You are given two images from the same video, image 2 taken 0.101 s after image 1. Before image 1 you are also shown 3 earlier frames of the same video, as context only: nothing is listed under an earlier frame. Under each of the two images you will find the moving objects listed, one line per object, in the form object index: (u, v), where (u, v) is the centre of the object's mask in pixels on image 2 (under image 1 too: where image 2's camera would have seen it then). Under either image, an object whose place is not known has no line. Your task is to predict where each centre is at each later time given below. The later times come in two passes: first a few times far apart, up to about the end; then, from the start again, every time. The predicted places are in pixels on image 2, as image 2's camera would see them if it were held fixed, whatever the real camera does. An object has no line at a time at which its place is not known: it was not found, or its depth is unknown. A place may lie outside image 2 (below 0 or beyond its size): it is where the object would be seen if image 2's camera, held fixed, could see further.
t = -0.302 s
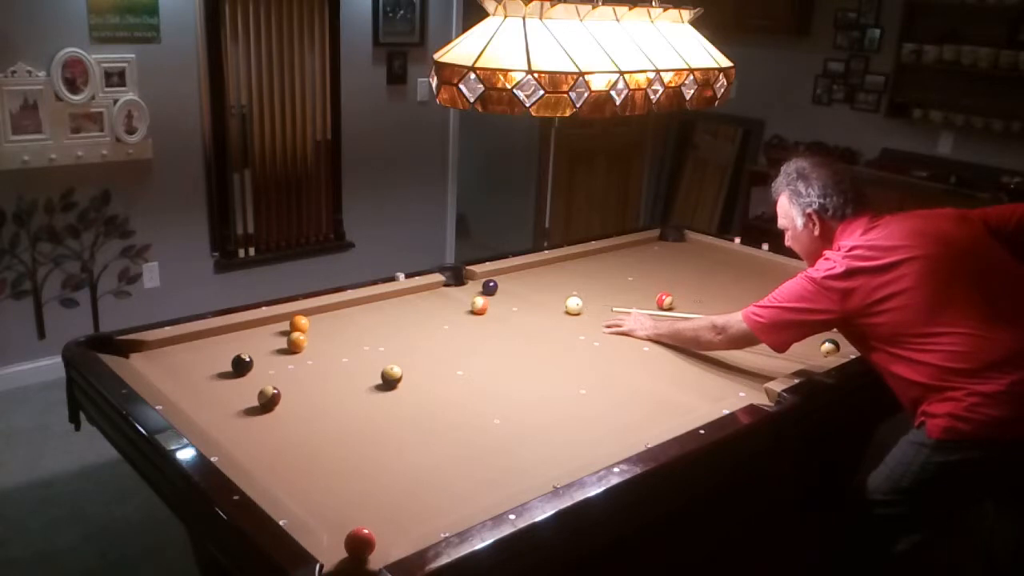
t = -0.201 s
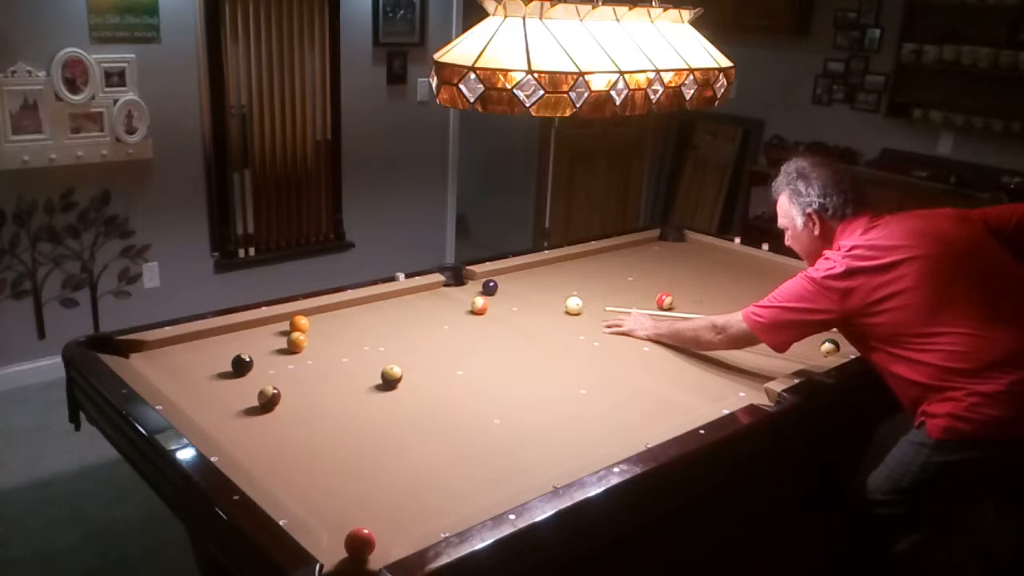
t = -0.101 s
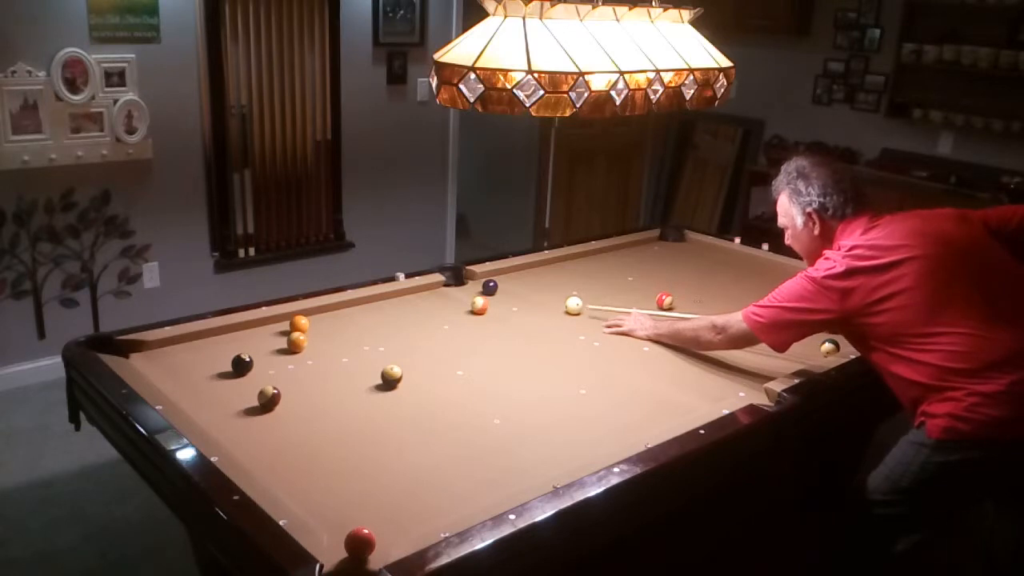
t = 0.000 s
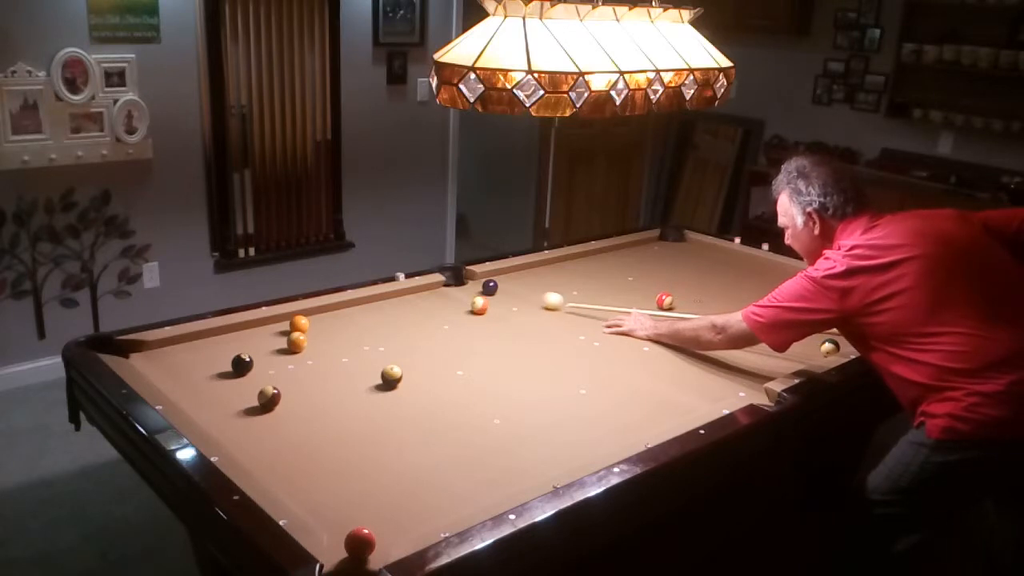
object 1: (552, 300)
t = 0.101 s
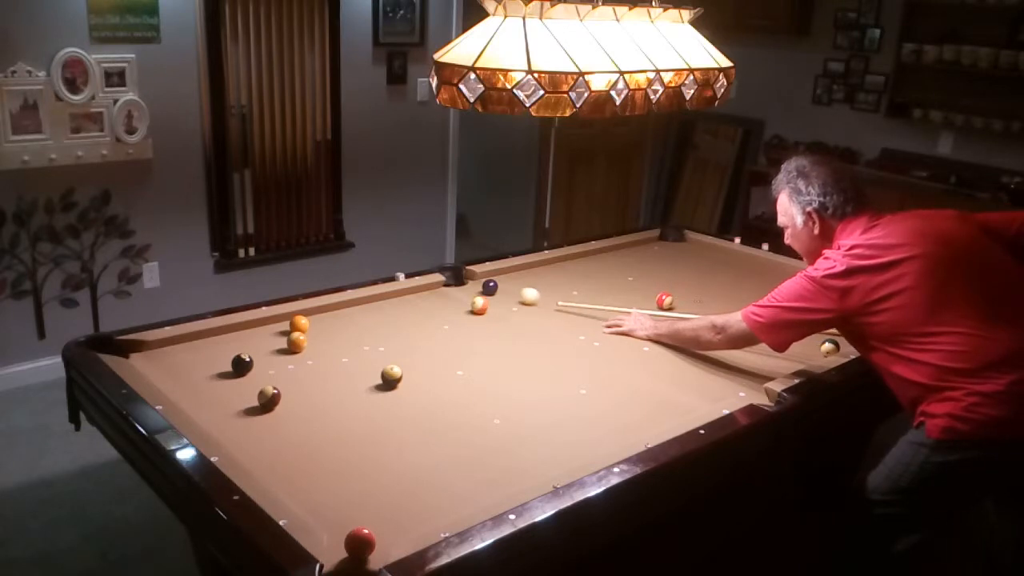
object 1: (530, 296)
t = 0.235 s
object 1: (503, 291)
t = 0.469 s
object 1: (487, 289)
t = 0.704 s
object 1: (470, 289)
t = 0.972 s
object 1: (454, 287)
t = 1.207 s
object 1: (441, 286)
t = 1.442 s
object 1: (437, 287)
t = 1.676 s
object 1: (436, 289)
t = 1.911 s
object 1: (435, 290)
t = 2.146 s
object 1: (435, 291)
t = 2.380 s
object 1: (435, 291)
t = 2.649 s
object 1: (435, 291)
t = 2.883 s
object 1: (435, 290)
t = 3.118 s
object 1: (435, 290)
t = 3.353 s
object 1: (435, 290)
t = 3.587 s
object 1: (435, 291)
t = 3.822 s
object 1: (435, 291)
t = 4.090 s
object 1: (435, 290)
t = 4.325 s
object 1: (435, 290)
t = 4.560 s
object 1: (435, 290)
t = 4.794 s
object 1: (435, 290)
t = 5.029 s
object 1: (435, 290)
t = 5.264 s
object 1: (435, 290)
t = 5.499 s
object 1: (435, 290)
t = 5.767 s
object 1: (435, 290)
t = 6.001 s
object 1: (435, 290)
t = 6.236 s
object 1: (435, 290)
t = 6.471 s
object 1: (435, 290)
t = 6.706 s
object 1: (435, 290)
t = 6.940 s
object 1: (435, 290)
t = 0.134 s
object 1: (522, 295)
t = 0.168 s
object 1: (516, 293)
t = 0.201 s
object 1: (509, 292)
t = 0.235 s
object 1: (503, 291)
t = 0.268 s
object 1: (501, 291)
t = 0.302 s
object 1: (499, 291)
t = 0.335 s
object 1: (496, 291)
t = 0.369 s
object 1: (494, 290)
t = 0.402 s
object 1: (492, 290)
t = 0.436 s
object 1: (489, 290)
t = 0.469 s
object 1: (487, 289)
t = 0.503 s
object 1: (485, 289)
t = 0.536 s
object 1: (482, 289)
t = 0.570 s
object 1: (480, 289)
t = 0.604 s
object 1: (477, 288)
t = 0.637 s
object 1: (475, 288)
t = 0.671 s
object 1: (473, 289)
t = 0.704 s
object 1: (470, 289)
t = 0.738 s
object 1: (468, 288)
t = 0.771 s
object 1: (466, 288)
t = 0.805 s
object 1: (464, 288)
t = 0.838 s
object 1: (462, 288)
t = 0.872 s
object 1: (460, 288)
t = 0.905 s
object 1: (458, 288)
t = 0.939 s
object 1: (456, 287)
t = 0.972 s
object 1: (454, 287)
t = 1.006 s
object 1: (452, 287)
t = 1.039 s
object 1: (450, 287)
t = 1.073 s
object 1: (448, 287)
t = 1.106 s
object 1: (447, 287)
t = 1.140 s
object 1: (445, 287)
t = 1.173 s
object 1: (443, 286)
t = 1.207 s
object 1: (441, 286)
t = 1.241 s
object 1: (440, 286)
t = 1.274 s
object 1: (439, 286)
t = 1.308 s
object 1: (438, 286)
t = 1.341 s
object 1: (438, 287)
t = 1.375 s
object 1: (438, 287)
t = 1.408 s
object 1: (438, 287)
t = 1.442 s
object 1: (437, 287)
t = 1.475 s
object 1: (437, 288)
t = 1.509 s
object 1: (437, 288)
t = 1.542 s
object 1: (437, 288)
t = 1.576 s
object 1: (437, 289)
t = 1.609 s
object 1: (437, 289)
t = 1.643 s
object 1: (436, 289)
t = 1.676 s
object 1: (436, 289)
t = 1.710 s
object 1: (436, 289)
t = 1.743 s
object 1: (436, 289)
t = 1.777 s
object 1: (436, 290)
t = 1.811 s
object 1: (436, 290)
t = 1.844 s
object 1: (436, 290)
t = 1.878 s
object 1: (435, 290)
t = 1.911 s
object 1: (435, 290)
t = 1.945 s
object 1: (435, 290)
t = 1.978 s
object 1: (435, 290)
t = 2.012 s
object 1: (435, 290)
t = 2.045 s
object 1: (435, 290)
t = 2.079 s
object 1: (435, 290)
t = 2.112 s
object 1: (435, 291)
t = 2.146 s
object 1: (435, 291)
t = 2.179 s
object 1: (435, 291)
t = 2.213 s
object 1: (435, 290)
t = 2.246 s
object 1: (435, 291)
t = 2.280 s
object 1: (435, 291)
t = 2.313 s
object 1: (435, 291)
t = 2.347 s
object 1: (435, 291)
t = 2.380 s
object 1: (435, 291)
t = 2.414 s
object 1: (435, 290)
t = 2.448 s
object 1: (435, 290)
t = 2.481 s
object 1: (435, 291)
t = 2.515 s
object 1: (435, 291)
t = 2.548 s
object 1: (435, 290)
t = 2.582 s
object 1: (435, 290)
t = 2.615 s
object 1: (435, 290)
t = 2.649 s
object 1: (435, 291)
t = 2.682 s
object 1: (435, 290)
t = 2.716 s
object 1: (435, 290)
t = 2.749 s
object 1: (435, 290)
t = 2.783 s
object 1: (435, 290)
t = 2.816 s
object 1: (435, 290)
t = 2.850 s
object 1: (435, 290)
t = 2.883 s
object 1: (435, 290)
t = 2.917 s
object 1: (435, 290)
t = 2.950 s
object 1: (435, 290)
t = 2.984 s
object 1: (435, 290)
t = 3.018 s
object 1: (435, 290)
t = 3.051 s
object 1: (435, 290)
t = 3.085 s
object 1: (435, 290)
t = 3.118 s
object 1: (435, 290)
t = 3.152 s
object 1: (435, 290)
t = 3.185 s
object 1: (435, 290)
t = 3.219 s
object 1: (435, 290)
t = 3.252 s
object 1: (435, 290)
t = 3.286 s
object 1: (435, 290)
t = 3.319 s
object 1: (435, 291)
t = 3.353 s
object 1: (435, 290)
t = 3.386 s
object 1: (435, 290)
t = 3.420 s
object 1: (435, 290)
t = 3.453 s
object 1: (435, 290)
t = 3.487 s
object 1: (435, 290)
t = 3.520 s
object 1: (435, 291)
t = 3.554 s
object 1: (435, 290)
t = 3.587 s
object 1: (435, 291)
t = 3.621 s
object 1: (435, 291)
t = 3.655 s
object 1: (435, 291)
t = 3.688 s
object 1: (435, 291)
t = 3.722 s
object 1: (435, 291)
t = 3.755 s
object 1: (435, 291)
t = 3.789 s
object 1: (435, 291)
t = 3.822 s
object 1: (435, 291)
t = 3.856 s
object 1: (435, 291)
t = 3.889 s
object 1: (435, 290)
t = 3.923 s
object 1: (435, 290)
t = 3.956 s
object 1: (435, 291)
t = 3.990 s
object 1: (435, 290)
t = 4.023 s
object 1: (435, 290)
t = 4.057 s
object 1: (435, 290)
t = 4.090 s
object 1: (435, 290)
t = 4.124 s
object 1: (435, 290)
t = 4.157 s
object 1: (435, 290)
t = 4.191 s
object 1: (435, 290)
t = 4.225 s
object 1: (435, 290)
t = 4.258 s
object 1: (435, 290)
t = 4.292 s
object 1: (435, 290)
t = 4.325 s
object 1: (435, 290)
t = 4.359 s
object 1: (435, 290)
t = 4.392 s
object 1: (435, 290)
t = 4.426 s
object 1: (435, 290)
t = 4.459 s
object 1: (435, 290)
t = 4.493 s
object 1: (435, 290)
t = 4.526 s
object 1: (435, 290)
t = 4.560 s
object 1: (435, 290)
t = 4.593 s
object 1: (435, 290)
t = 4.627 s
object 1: (435, 290)
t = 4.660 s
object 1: (435, 290)
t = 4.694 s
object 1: (435, 290)
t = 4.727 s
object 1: (435, 290)
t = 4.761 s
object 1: (435, 290)
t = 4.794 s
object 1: (435, 290)
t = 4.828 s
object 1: (435, 290)
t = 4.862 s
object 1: (435, 290)
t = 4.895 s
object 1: (435, 290)
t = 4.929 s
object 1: (435, 290)
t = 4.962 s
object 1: (435, 290)
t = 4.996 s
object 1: (435, 290)
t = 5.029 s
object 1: (435, 290)
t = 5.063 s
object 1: (435, 290)
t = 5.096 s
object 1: (435, 290)
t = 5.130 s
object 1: (435, 290)
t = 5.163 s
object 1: (435, 290)
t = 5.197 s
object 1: (435, 290)
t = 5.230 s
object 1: (435, 290)
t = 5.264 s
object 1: (435, 290)
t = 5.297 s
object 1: (435, 290)
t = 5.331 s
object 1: (435, 290)
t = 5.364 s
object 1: (435, 290)
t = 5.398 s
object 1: (435, 290)
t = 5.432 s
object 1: (435, 290)
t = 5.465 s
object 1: (435, 290)
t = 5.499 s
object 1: (435, 290)
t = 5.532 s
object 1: (435, 290)
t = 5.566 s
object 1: (435, 290)
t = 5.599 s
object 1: (435, 290)
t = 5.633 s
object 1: (435, 290)
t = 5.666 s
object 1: (435, 290)
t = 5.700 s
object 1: (435, 290)
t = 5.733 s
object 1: (435, 290)
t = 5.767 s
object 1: (435, 290)
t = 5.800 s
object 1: (435, 290)
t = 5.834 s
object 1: (435, 290)
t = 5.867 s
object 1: (435, 290)
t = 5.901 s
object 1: (435, 290)
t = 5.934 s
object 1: (435, 290)
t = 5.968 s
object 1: (435, 290)
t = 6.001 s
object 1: (435, 290)
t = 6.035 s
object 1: (435, 290)
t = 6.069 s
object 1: (435, 290)
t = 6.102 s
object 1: (435, 290)
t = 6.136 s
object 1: (435, 290)
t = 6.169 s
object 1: (435, 290)
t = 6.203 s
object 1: (435, 290)
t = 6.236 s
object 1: (435, 290)
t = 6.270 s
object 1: (435, 290)
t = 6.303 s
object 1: (435, 290)
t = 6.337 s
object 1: (435, 290)
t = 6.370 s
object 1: (435, 290)
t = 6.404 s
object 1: (435, 290)
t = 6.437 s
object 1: (435, 290)
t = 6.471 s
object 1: (435, 290)
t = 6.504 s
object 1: (435, 290)
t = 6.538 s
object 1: (435, 290)
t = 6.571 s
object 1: (435, 290)
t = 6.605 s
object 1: (435, 290)
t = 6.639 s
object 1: (435, 290)
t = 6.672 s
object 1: (435, 290)
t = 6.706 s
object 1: (435, 290)
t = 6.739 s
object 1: (435, 290)
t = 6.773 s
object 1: (435, 290)
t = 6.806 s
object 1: (435, 290)
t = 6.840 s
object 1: (435, 290)
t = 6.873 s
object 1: (435, 290)
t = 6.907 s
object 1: (435, 290)
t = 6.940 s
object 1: (435, 290)
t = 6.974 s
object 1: (435, 290)
